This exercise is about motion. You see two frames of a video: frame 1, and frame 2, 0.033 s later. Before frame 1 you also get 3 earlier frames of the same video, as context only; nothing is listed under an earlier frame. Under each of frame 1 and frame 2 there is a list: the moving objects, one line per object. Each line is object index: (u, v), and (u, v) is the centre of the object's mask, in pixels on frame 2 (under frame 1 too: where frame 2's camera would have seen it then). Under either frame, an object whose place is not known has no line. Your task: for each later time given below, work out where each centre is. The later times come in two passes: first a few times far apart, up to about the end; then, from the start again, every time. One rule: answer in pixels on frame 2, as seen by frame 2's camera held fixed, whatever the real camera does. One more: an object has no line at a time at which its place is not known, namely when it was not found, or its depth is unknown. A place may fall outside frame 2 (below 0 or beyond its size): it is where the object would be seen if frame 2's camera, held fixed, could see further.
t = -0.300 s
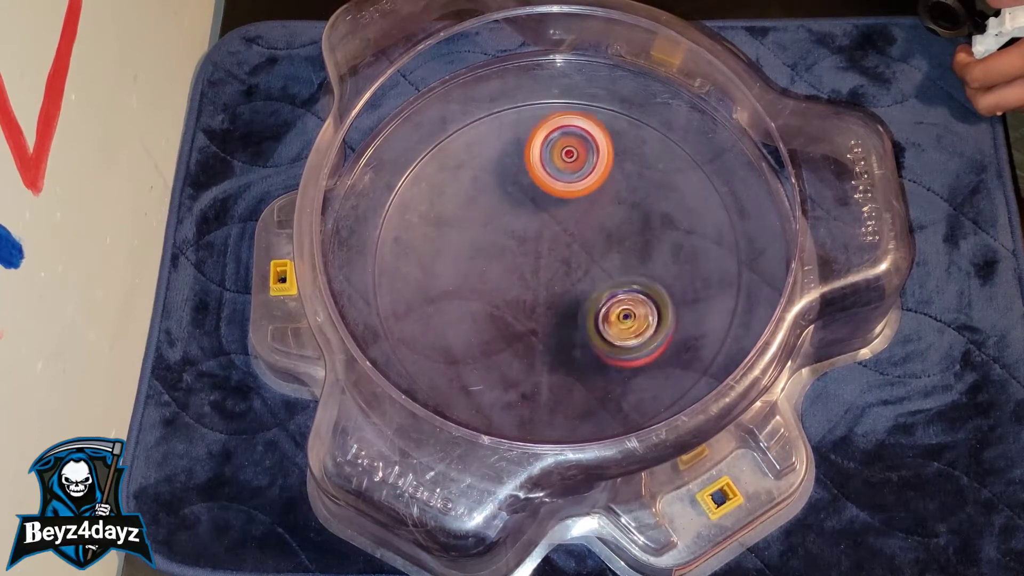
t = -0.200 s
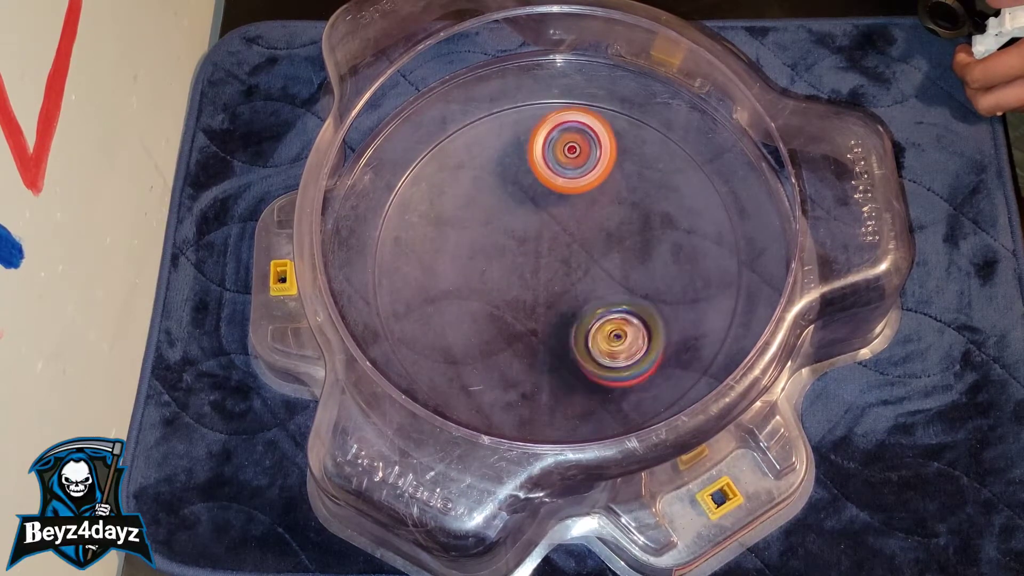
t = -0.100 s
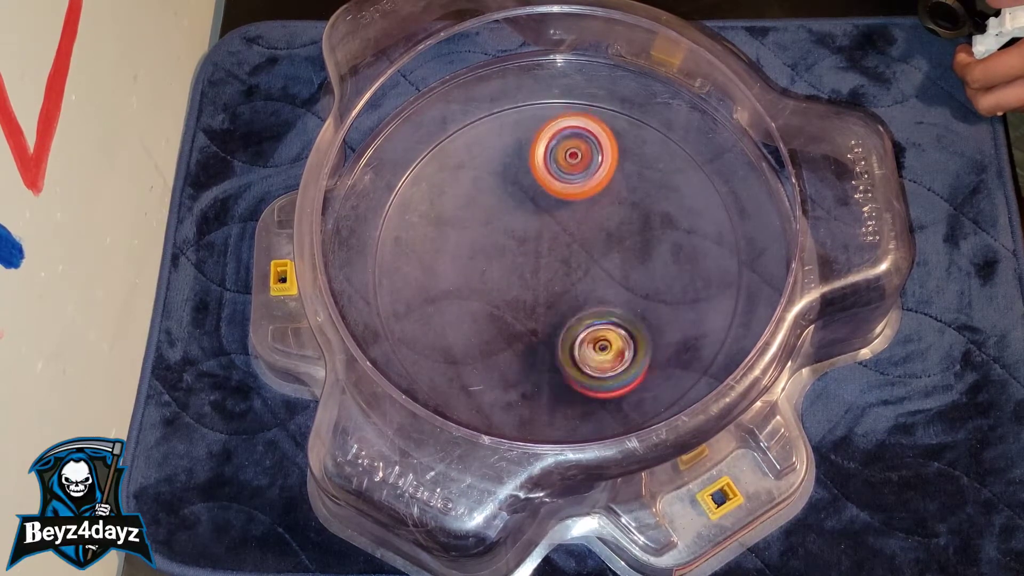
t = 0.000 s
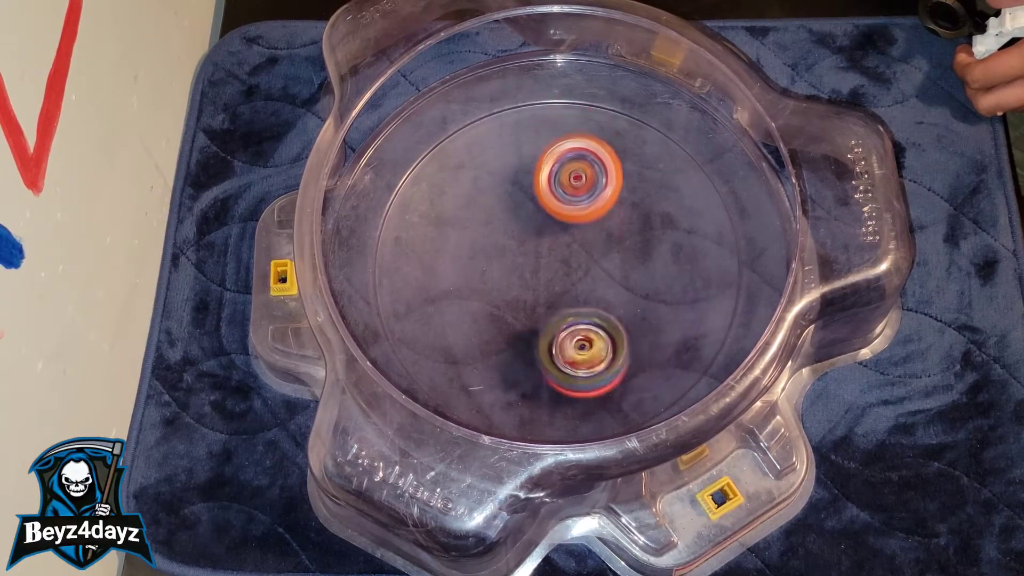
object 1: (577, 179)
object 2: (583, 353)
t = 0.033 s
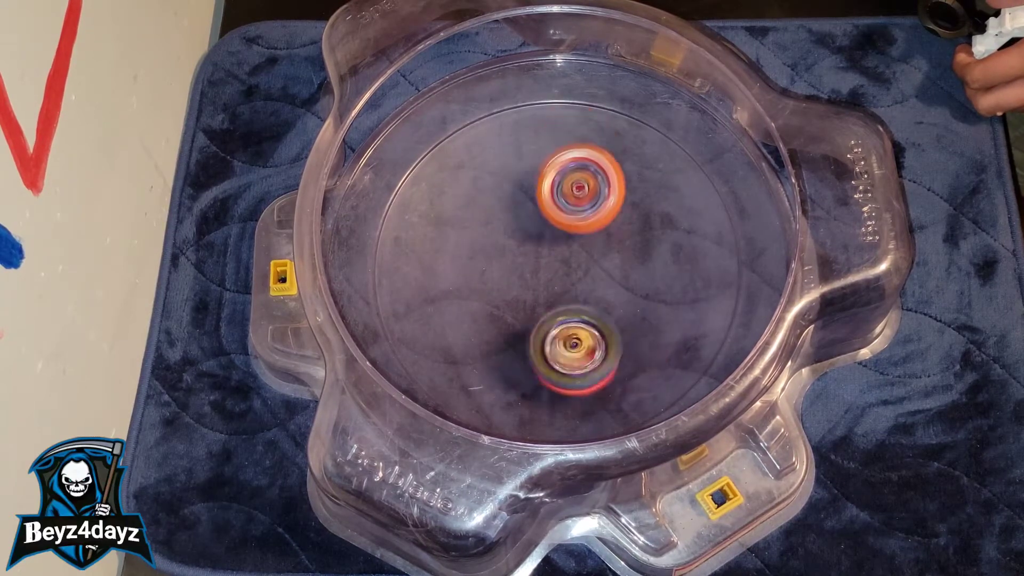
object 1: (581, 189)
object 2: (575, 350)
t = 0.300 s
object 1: (615, 269)
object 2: (504, 316)
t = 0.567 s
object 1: (638, 314)
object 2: (451, 266)
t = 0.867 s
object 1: (607, 309)
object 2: (463, 219)
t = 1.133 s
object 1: (519, 288)
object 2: (528, 190)
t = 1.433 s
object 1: (454, 277)
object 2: (605, 186)
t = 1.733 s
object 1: (479, 263)
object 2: (639, 224)
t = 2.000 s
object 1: (544, 213)
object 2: (617, 286)
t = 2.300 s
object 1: (582, 175)
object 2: (571, 338)
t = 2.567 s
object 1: (584, 200)
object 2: (523, 327)
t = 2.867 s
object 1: (597, 280)
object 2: (486, 265)
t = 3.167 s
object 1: (610, 317)
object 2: (487, 206)
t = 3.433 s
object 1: (581, 299)
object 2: (528, 194)
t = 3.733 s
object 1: (504, 297)
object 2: (602, 193)
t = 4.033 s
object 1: (484, 298)
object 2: (631, 219)
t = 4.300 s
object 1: (495, 248)
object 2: (614, 291)
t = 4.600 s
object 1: (483, 195)
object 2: (648, 330)
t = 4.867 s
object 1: (516, 200)
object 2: (575, 292)
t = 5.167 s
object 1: (566, 115)
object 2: (495, 389)
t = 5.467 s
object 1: (582, 223)
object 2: (495, 339)
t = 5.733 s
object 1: (668, 333)
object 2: (459, 237)
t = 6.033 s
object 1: (596, 319)
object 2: (523, 198)
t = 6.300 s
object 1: (429, 244)
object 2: (579, 217)
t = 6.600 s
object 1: (442, 200)
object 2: (599, 264)
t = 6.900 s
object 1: (604, 167)
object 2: (569, 302)
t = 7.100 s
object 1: (670, 174)
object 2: (559, 315)
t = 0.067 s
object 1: (584, 200)
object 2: (566, 347)
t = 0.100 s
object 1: (588, 210)
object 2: (559, 345)
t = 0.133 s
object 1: (592, 221)
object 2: (548, 342)
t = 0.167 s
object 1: (597, 232)
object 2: (540, 336)
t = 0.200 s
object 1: (602, 242)
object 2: (531, 332)
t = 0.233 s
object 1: (607, 252)
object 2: (523, 328)
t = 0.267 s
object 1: (611, 260)
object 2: (513, 322)
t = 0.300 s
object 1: (615, 269)
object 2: (504, 316)
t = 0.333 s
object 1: (619, 277)
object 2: (496, 311)
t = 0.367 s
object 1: (623, 285)
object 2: (488, 305)
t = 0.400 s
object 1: (626, 291)
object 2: (481, 298)
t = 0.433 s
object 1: (628, 297)
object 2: (472, 293)
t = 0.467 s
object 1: (630, 302)
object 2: (466, 287)
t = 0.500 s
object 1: (633, 307)
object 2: (460, 280)
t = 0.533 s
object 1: (636, 311)
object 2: (455, 272)
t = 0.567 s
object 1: (638, 314)
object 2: (451, 266)
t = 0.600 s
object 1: (639, 315)
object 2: (448, 260)
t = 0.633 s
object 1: (639, 316)
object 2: (445, 255)
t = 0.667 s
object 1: (639, 316)
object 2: (445, 248)
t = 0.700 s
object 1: (637, 316)
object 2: (445, 243)
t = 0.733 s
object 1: (634, 316)
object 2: (446, 238)
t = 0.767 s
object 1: (630, 315)
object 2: (449, 232)
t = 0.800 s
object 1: (624, 314)
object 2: (453, 228)
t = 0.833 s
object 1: (616, 311)
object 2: (458, 223)
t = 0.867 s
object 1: (607, 309)
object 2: (463, 219)
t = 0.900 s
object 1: (597, 306)
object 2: (470, 215)
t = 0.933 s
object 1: (586, 303)
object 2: (477, 211)
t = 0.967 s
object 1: (574, 300)
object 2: (485, 207)
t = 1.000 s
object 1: (563, 298)
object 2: (494, 203)
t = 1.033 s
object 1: (551, 295)
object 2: (502, 200)
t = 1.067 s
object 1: (540, 293)
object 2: (510, 196)
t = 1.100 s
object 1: (529, 291)
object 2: (519, 193)
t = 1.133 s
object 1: (519, 288)
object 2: (528, 190)
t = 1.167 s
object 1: (509, 286)
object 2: (536, 188)
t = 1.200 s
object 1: (500, 284)
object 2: (545, 186)
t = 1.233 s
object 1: (491, 283)
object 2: (556, 185)
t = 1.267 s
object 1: (483, 281)
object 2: (563, 184)
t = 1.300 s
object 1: (475, 280)
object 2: (572, 183)
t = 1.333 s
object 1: (468, 279)
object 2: (582, 183)
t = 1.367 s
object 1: (462, 278)
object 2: (589, 184)
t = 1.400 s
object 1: (457, 277)
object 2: (597, 185)
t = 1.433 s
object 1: (454, 277)
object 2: (605, 186)
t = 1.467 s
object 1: (453, 277)
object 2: (612, 188)
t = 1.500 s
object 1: (453, 277)
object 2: (617, 191)
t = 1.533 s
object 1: (453, 277)
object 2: (623, 193)
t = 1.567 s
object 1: (454, 276)
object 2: (628, 197)
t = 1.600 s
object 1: (457, 275)
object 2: (631, 201)
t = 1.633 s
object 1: (460, 273)
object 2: (635, 205)
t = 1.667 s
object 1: (465, 270)
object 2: (637, 211)
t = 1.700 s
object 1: (472, 266)
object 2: (638, 218)
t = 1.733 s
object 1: (479, 263)
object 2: (639, 224)
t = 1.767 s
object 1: (488, 258)
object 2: (638, 231)
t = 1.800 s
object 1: (497, 253)
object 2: (636, 239)
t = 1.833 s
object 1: (506, 246)
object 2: (636, 246)
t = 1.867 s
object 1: (514, 240)
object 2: (632, 253)
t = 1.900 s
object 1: (522, 233)
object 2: (630, 262)
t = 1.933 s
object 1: (530, 226)
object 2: (627, 271)
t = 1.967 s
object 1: (537, 221)
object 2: (622, 279)
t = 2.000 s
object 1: (544, 213)
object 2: (617, 286)
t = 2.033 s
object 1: (551, 207)
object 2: (614, 295)
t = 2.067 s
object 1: (557, 201)
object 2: (608, 303)
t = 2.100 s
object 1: (562, 196)
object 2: (604, 310)
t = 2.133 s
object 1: (567, 191)
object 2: (600, 316)
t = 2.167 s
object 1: (571, 186)
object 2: (594, 322)
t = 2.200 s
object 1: (575, 182)
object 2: (589, 327)
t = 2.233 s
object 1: (578, 179)
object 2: (583, 332)
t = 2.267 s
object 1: (581, 176)
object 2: (576, 336)
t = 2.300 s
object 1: (582, 175)
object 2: (571, 338)
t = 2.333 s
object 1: (582, 174)
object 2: (563, 340)
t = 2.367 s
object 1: (582, 174)
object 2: (558, 341)
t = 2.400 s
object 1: (583, 175)
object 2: (552, 341)
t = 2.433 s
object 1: (583, 177)
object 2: (546, 339)
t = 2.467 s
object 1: (583, 181)
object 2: (541, 339)
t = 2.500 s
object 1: (583, 186)
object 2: (533, 335)
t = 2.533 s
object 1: (584, 192)
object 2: (528, 331)
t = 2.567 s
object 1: (584, 200)
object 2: (523, 327)
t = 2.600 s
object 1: (584, 208)
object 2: (517, 321)
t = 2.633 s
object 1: (585, 217)
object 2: (512, 317)
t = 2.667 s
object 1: (586, 227)
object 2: (507, 310)
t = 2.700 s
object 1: (588, 237)
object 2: (503, 302)
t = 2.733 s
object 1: (589, 246)
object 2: (499, 296)
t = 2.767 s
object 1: (591, 255)
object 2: (495, 288)
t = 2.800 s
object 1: (592, 263)
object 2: (491, 281)
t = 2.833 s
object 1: (595, 272)
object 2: (487, 274)
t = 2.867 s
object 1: (597, 280)
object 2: (486, 265)
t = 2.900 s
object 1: (599, 288)
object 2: (483, 258)
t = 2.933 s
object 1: (601, 295)
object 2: (481, 250)
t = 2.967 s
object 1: (603, 301)
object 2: (481, 243)
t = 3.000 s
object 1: (606, 307)
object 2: (480, 236)
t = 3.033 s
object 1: (608, 311)
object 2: (481, 228)
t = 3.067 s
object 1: (609, 314)
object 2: (481, 222)
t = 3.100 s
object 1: (609, 315)
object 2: (482, 216)
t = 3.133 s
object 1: (610, 317)
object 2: (485, 211)
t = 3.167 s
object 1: (610, 317)
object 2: (487, 206)
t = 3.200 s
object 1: (610, 317)
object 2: (490, 201)
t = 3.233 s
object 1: (609, 317)
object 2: (493, 198)
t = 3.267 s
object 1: (607, 316)
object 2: (498, 196)
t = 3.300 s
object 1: (603, 314)
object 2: (503, 193)
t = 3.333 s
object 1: (599, 311)
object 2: (508, 192)
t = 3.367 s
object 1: (593, 308)
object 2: (515, 192)
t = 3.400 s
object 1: (588, 304)
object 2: (520, 193)
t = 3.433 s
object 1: (581, 299)
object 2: (528, 194)
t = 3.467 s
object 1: (573, 295)
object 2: (534, 196)
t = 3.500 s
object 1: (564, 290)
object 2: (543, 198)
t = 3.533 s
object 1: (555, 287)
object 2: (552, 199)
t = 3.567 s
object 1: (545, 288)
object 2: (561, 198)
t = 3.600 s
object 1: (534, 290)
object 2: (571, 196)
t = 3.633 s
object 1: (526, 292)
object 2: (579, 195)
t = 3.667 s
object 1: (518, 293)
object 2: (588, 194)
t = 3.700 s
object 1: (511, 295)
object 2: (594, 194)
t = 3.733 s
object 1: (504, 297)
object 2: (602, 193)
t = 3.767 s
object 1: (498, 297)
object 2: (608, 194)
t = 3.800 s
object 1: (492, 298)
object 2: (615, 195)
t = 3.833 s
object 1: (488, 299)
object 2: (619, 196)
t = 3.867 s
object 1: (486, 300)
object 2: (624, 199)
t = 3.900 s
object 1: (484, 300)
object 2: (627, 201)
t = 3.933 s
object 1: (484, 300)
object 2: (629, 205)
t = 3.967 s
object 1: (484, 300)
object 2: (631, 208)
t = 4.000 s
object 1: (483, 299)
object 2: (630, 214)
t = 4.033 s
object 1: (484, 298)
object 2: (631, 219)
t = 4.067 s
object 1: (486, 295)
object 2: (627, 227)
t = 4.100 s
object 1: (490, 291)
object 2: (627, 234)
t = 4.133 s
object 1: (493, 287)
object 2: (621, 241)
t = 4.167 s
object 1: (498, 282)
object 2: (619, 250)
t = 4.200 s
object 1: (503, 276)
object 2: (612, 258)
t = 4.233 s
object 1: (508, 270)
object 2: (608, 267)
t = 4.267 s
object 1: (504, 260)
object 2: (609, 279)
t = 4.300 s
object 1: (495, 248)
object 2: (614, 291)
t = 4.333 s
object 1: (492, 240)
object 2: (622, 302)
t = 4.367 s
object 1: (489, 232)
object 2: (626, 309)
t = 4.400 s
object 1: (487, 225)
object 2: (634, 318)
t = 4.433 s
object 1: (484, 219)
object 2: (638, 322)
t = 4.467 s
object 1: (484, 213)
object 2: (644, 326)
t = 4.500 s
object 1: (483, 208)
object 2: (647, 329)
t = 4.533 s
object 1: (483, 202)
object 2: (649, 331)
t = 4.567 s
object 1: (482, 198)
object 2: (651, 332)
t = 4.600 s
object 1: (483, 195)
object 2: (648, 330)
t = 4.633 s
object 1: (484, 193)
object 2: (644, 329)
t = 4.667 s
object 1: (486, 192)
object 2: (638, 325)
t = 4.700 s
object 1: (488, 191)
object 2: (632, 322)
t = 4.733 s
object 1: (492, 192)
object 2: (625, 317)
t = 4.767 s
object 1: (497, 193)
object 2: (613, 313)
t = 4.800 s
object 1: (502, 194)
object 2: (603, 305)
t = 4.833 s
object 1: (508, 198)
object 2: (591, 300)
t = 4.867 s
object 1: (516, 200)
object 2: (575, 292)
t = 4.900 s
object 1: (524, 203)
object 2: (560, 289)
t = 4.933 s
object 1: (531, 173)
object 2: (545, 316)
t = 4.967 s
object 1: (538, 145)
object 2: (535, 337)
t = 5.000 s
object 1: (546, 123)
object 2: (525, 353)
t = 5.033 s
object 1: (552, 108)
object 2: (514, 365)
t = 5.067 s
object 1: (557, 102)
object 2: (510, 373)
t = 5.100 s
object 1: (561, 103)
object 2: (505, 379)
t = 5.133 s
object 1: (564, 108)
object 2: (500, 386)
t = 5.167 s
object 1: (566, 115)
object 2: (495, 389)
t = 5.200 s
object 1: (568, 123)
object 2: (491, 391)
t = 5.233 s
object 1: (571, 133)
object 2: (490, 393)
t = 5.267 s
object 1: (574, 143)
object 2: (488, 390)
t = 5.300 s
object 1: (576, 155)
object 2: (486, 388)
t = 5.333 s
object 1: (578, 167)
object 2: (488, 382)
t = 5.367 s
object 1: (579, 181)
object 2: (489, 374)
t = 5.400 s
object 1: (581, 194)
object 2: (492, 364)
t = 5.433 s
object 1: (582, 208)
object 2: (494, 350)
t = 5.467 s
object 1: (582, 223)
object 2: (495, 339)
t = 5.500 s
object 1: (582, 236)
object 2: (500, 325)
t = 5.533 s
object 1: (582, 253)
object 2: (504, 311)
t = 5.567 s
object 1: (586, 268)
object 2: (502, 298)
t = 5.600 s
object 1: (609, 283)
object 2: (483, 285)
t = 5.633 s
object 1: (632, 298)
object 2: (471, 272)
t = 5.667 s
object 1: (649, 312)
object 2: (462, 259)
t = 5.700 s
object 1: (661, 324)
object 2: (459, 247)
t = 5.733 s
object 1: (668, 333)
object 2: (459, 237)
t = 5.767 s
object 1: (670, 337)
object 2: (463, 230)
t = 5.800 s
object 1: (667, 341)
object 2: (467, 223)
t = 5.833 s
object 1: (662, 342)
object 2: (474, 215)
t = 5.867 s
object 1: (657, 342)
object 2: (482, 209)
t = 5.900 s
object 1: (648, 341)
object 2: (490, 203)
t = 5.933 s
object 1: (639, 338)
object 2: (498, 202)
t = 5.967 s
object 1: (627, 333)
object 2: (508, 197)
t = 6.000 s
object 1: (613, 327)
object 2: (516, 195)
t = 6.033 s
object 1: (596, 319)
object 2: (523, 198)
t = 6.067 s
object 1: (577, 310)
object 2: (528, 200)
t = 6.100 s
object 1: (557, 300)
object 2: (534, 202)
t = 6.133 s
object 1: (535, 289)
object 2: (540, 204)
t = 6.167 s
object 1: (512, 280)
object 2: (547, 205)
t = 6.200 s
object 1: (487, 273)
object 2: (558, 205)
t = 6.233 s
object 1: (464, 263)
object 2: (565, 206)
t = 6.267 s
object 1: (446, 254)
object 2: (573, 212)
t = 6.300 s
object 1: (429, 244)
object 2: (579, 217)
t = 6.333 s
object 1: (418, 234)
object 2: (586, 221)
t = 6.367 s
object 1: (410, 225)
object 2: (592, 227)
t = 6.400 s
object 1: (405, 216)
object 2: (596, 235)
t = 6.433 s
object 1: (403, 210)
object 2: (599, 240)
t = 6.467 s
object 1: (405, 205)
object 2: (600, 247)
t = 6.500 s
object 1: (411, 203)
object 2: (600, 252)
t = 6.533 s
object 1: (419, 201)
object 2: (600, 256)
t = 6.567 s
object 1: (431, 200)
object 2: (600, 261)
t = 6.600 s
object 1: (442, 200)
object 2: (599, 264)
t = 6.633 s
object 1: (456, 201)
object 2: (596, 267)
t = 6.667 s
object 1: (472, 203)
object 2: (593, 269)
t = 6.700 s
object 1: (490, 204)
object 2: (591, 270)
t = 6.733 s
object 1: (510, 203)
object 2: (588, 269)
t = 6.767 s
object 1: (530, 203)
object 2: (584, 269)
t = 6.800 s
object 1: (549, 193)
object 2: (582, 277)
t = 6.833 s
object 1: (568, 183)
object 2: (579, 288)
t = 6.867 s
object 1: (587, 176)
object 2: (575, 296)
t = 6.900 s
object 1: (604, 167)
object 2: (569, 302)
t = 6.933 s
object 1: (620, 164)
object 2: (564, 308)
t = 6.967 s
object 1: (634, 161)
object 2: (561, 312)
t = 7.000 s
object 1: (647, 160)
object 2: (559, 315)
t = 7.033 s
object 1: (658, 163)
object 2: (560, 316)
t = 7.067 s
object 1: (664, 168)
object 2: (559, 316)
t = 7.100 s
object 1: (670, 174)
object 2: (559, 315)
